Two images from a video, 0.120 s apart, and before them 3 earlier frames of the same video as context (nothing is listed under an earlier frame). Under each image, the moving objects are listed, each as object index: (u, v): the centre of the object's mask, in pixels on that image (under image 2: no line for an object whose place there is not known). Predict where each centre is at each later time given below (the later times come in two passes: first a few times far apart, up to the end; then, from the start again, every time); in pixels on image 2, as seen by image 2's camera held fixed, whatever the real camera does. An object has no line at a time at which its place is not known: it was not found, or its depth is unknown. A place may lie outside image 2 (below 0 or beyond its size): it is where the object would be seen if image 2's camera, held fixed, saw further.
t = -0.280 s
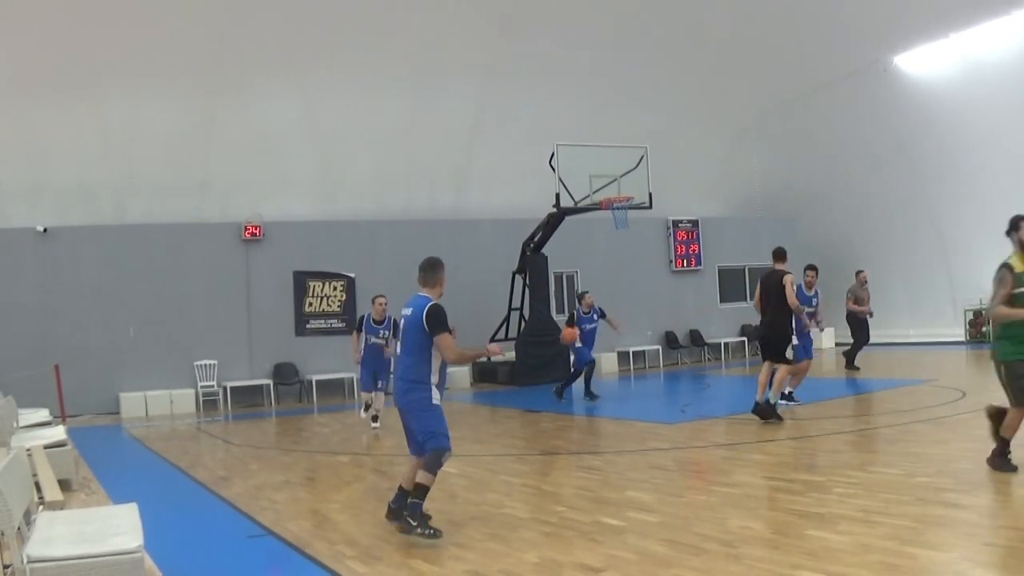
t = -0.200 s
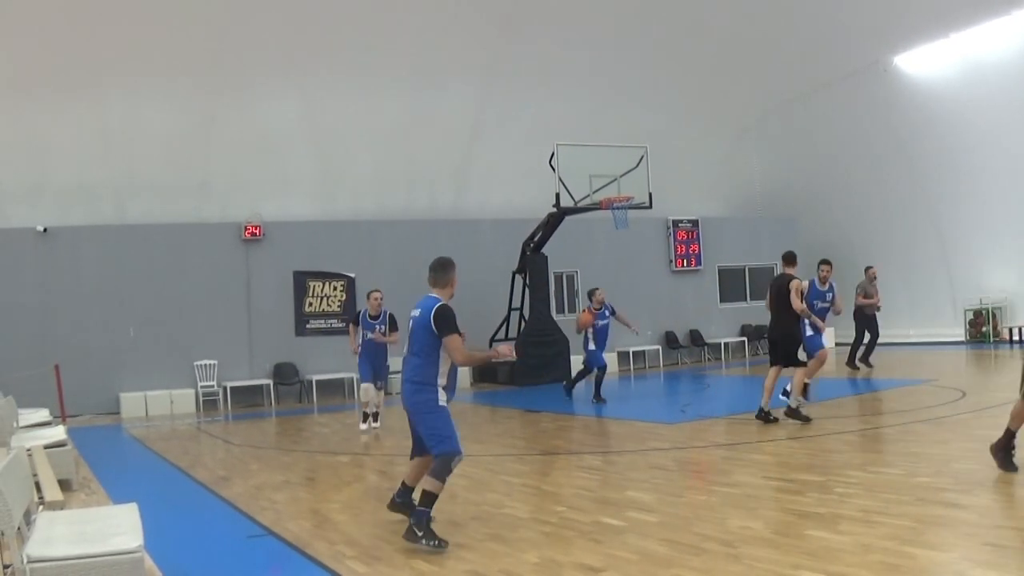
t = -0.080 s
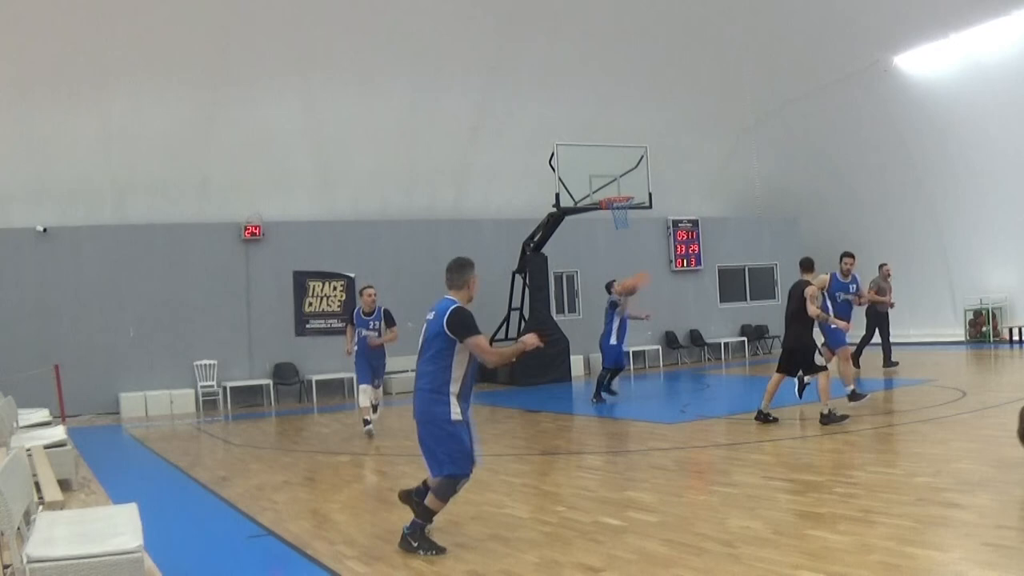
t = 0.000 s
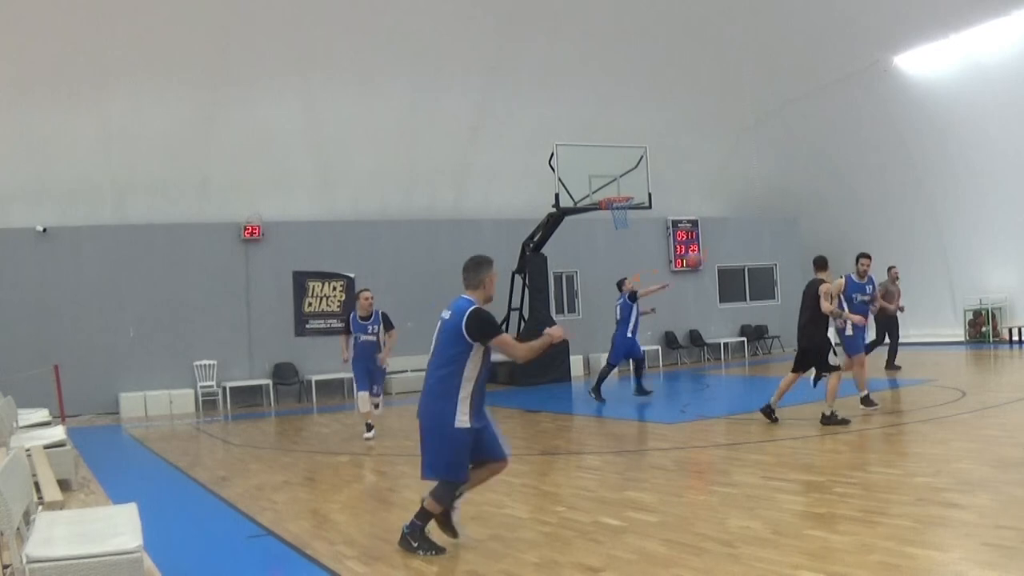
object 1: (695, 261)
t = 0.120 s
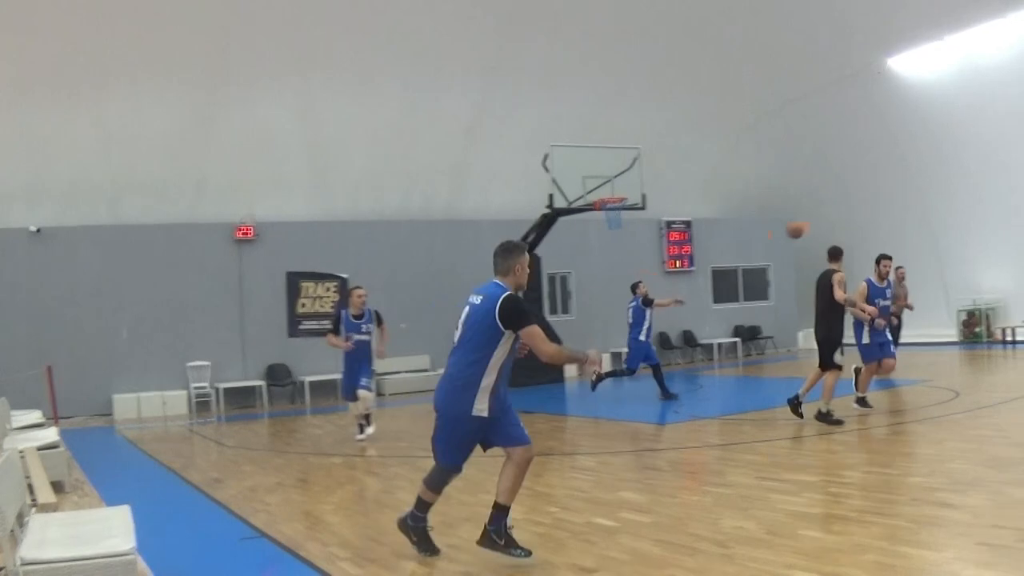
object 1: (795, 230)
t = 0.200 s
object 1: (864, 213)
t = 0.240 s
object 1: (897, 208)
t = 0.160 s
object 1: (831, 221)
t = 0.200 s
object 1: (864, 213)
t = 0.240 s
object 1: (897, 208)
